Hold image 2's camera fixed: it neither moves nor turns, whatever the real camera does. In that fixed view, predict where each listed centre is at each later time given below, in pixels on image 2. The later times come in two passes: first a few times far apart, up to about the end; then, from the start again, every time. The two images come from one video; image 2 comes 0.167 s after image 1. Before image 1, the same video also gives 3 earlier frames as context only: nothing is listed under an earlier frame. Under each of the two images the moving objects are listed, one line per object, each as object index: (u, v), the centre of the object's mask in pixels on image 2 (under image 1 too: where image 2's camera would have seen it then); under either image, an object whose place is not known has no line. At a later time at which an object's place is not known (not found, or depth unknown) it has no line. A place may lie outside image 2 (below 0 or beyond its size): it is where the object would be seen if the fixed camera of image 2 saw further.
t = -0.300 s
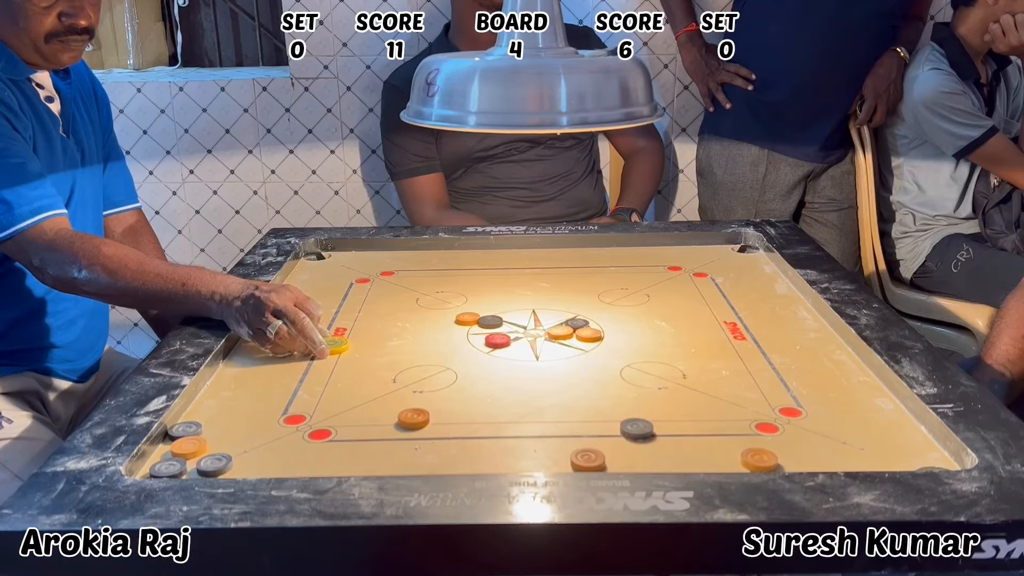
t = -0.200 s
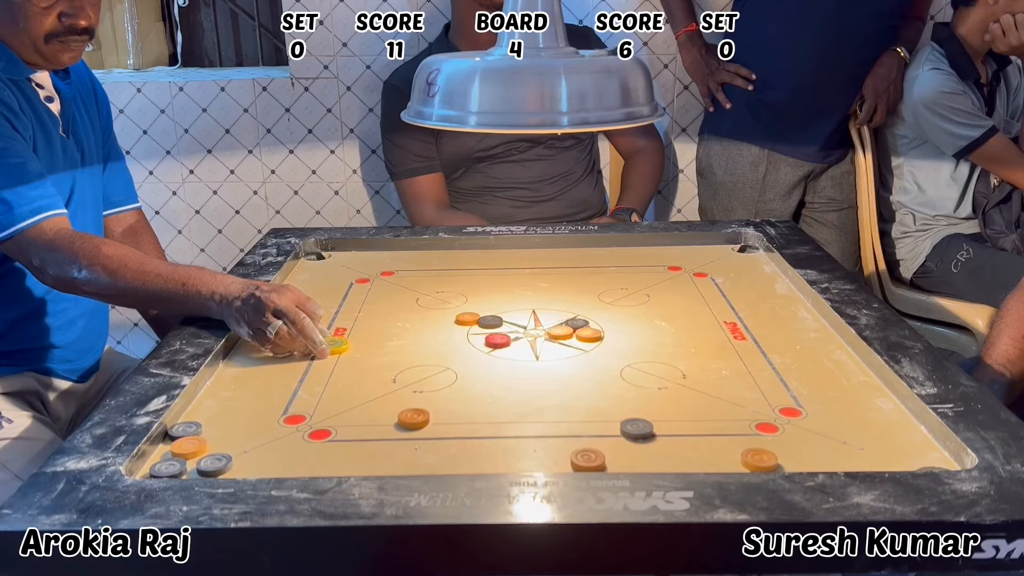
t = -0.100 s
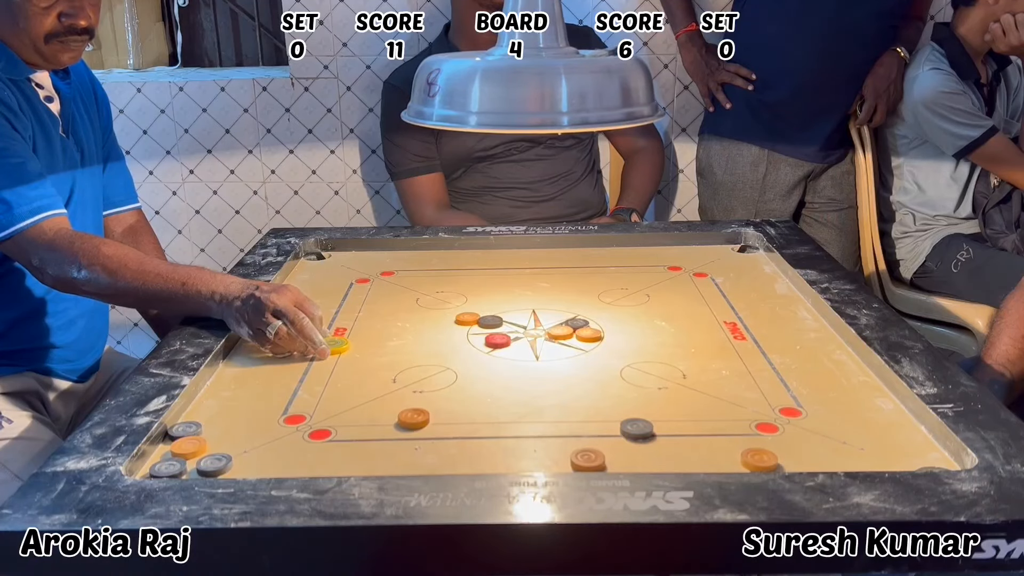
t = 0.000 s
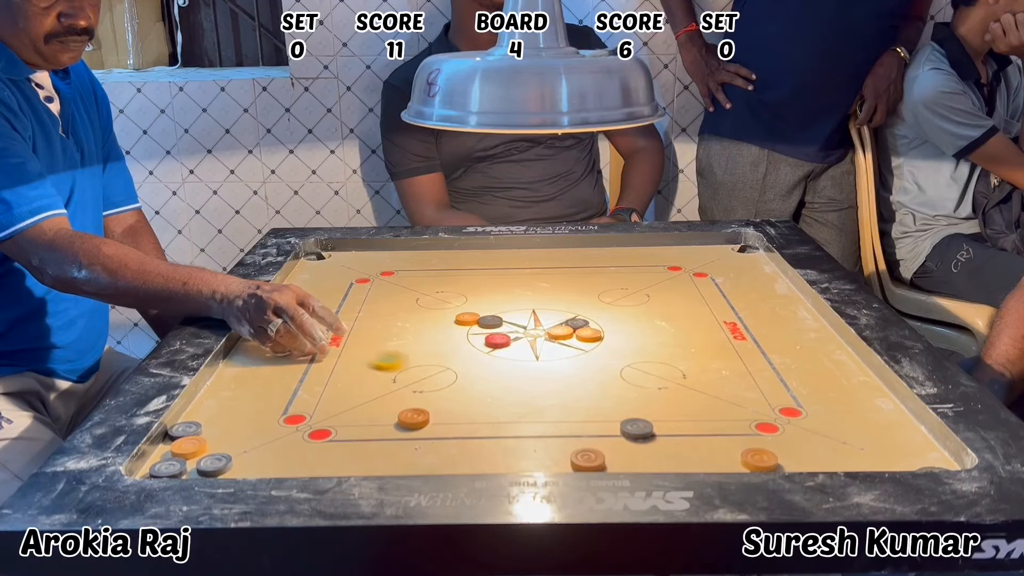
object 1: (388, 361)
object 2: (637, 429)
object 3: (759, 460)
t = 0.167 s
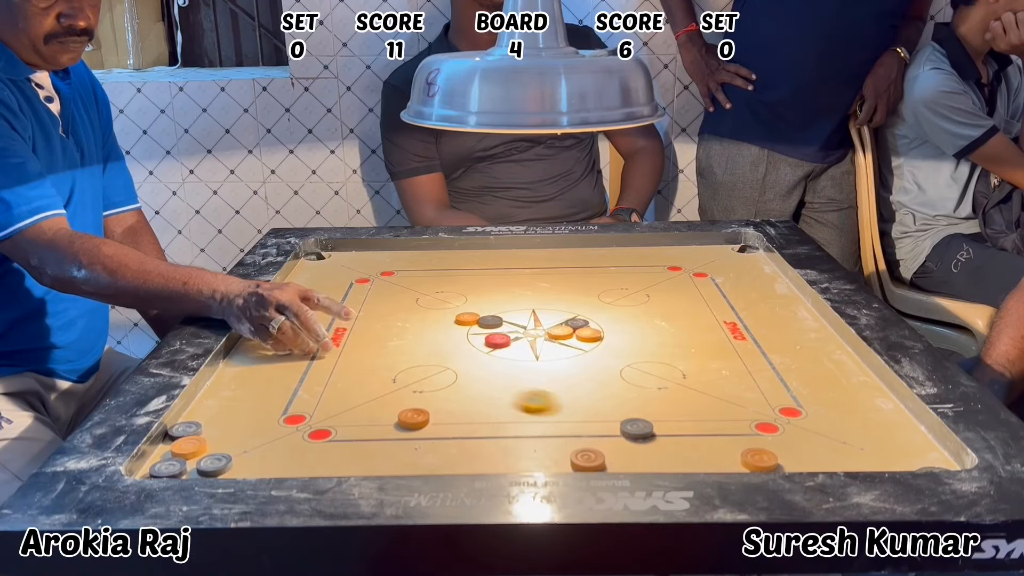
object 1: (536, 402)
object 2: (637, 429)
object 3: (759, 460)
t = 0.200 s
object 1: (566, 410)
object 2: (637, 429)
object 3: (759, 460)
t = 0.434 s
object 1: (677, 440)
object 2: (729, 466)
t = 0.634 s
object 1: (714, 449)
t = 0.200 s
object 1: (566, 410)
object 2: (637, 429)
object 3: (759, 460)
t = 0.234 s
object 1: (595, 418)
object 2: (637, 429)
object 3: (759, 460)
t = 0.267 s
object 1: (615, 423)
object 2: (671, 439)
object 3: (759, 460)
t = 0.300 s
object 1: (629, 427)
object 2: (714, 453)
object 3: (759, 460)
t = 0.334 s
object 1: (643, 431)
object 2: (724, 458)
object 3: (788, 463)
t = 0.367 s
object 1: (656, 434)
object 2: (726, 462)
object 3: (828, 466)
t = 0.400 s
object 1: (667, 437)
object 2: (728, 464)
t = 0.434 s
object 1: (677, 440)
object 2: (729, 466)
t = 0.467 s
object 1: (687, 442)
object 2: (731, 467)
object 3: (920, 467)
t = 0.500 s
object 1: (694, 444)
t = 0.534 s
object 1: (701, 446)
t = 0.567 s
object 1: (707, 448)
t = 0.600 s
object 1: (711, 449)
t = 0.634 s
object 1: (714, 449)
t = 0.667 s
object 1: (716, 450)
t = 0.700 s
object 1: (717, 450)
